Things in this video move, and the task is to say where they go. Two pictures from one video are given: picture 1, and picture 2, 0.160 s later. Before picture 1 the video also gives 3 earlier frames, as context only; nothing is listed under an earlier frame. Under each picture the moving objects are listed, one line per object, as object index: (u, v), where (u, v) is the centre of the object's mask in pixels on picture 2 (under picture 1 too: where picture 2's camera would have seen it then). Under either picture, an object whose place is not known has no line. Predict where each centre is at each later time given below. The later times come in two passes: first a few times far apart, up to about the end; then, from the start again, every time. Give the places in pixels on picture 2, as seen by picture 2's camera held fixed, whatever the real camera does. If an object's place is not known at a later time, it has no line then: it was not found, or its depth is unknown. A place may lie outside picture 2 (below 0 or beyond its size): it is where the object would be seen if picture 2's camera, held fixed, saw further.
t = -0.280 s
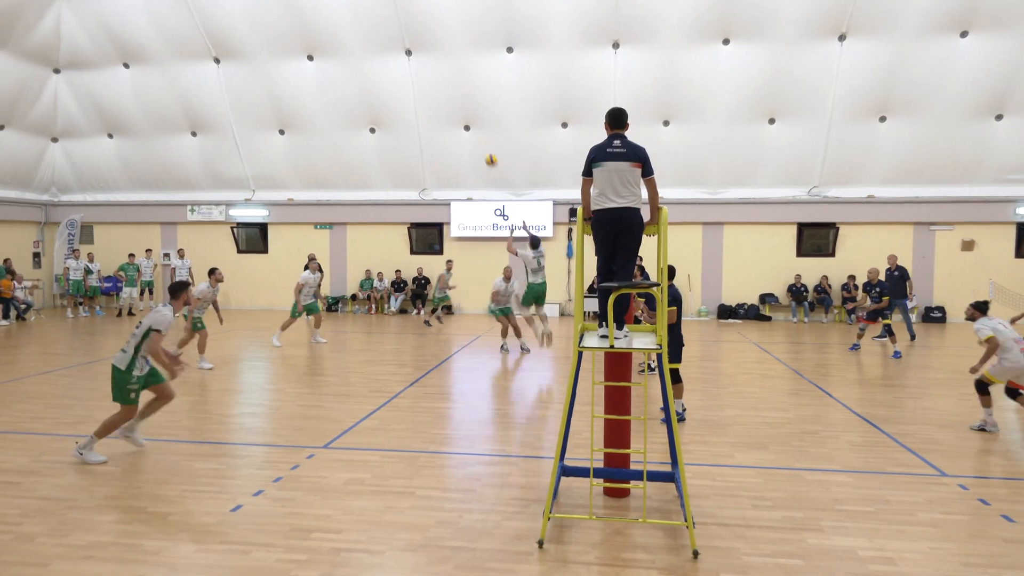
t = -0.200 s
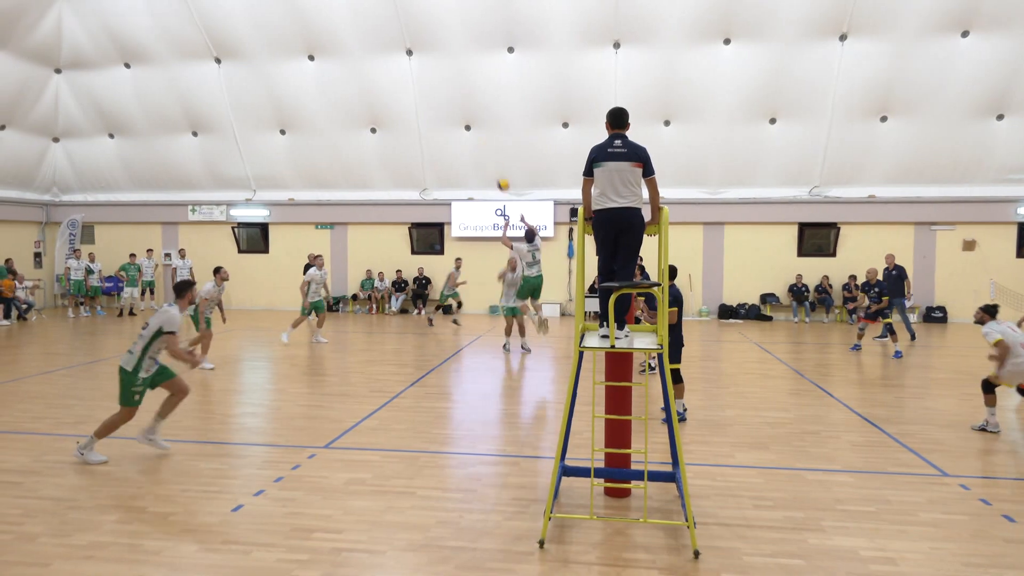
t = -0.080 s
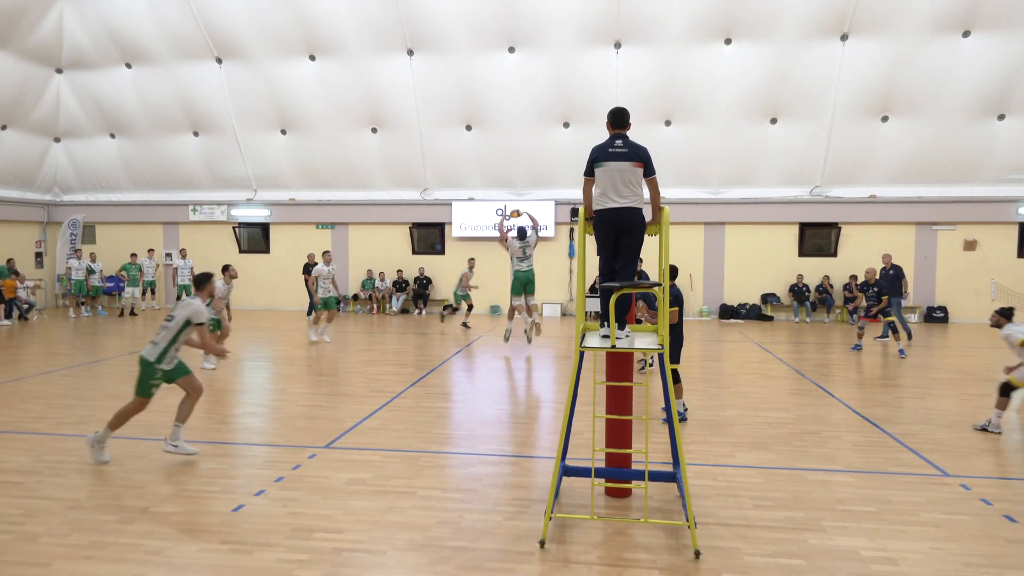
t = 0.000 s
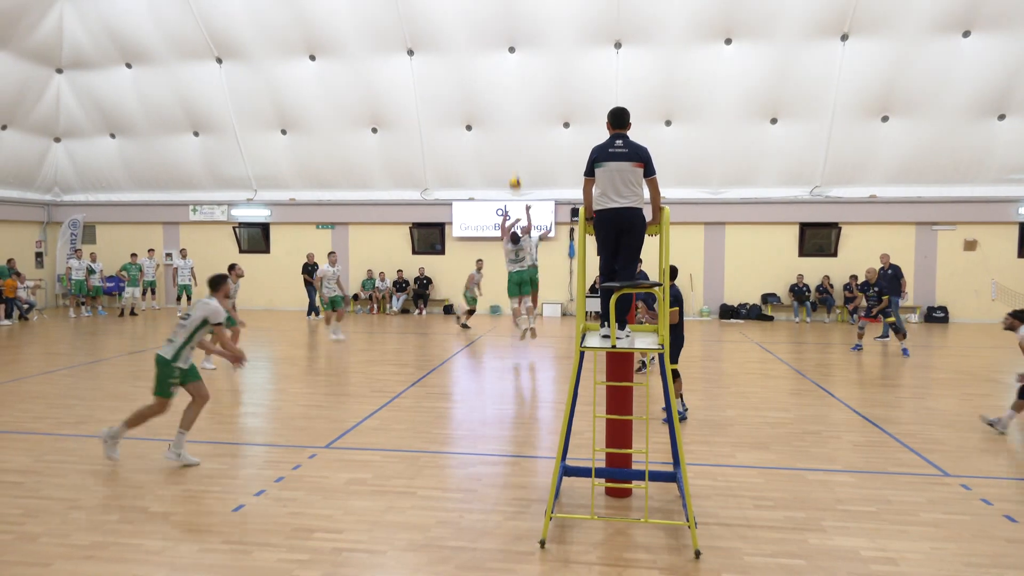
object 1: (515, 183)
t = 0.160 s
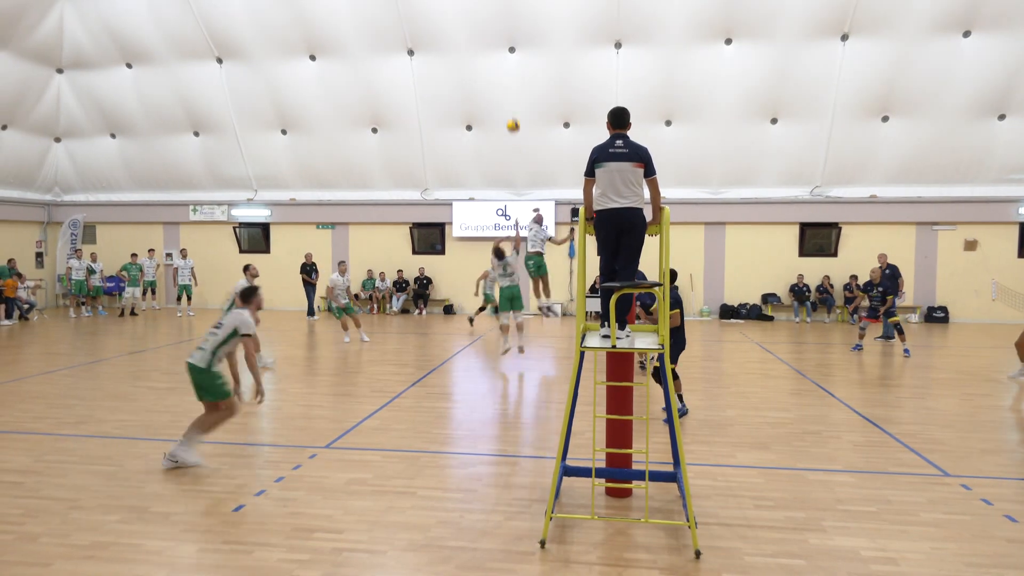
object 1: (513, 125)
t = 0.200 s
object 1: (512, 113)
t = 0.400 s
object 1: (508, 60)
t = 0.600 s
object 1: (502, 31)
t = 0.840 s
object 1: (494, 36)
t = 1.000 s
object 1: (486, 68)
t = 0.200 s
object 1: (512, 113)
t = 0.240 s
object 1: (512, 100)
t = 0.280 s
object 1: (511, 89)
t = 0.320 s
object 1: (510, 79)
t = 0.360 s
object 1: (509, 69)
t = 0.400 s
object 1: (508, 60)
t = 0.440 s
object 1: (507, 52)
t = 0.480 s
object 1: (506, 46)
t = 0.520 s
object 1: (505, 40)
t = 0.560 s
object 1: (504, 35)
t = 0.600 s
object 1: (502, 31)
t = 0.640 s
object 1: (501, 28)
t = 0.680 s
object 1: (500, 27)
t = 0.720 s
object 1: (499, 28)
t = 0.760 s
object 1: (497, 29)
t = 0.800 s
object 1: (496, 32)
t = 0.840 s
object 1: (494, 36)
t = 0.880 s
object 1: (492, 42)
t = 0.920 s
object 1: (491, 48)
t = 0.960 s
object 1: (489, 57)
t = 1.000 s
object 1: (486, 68)
